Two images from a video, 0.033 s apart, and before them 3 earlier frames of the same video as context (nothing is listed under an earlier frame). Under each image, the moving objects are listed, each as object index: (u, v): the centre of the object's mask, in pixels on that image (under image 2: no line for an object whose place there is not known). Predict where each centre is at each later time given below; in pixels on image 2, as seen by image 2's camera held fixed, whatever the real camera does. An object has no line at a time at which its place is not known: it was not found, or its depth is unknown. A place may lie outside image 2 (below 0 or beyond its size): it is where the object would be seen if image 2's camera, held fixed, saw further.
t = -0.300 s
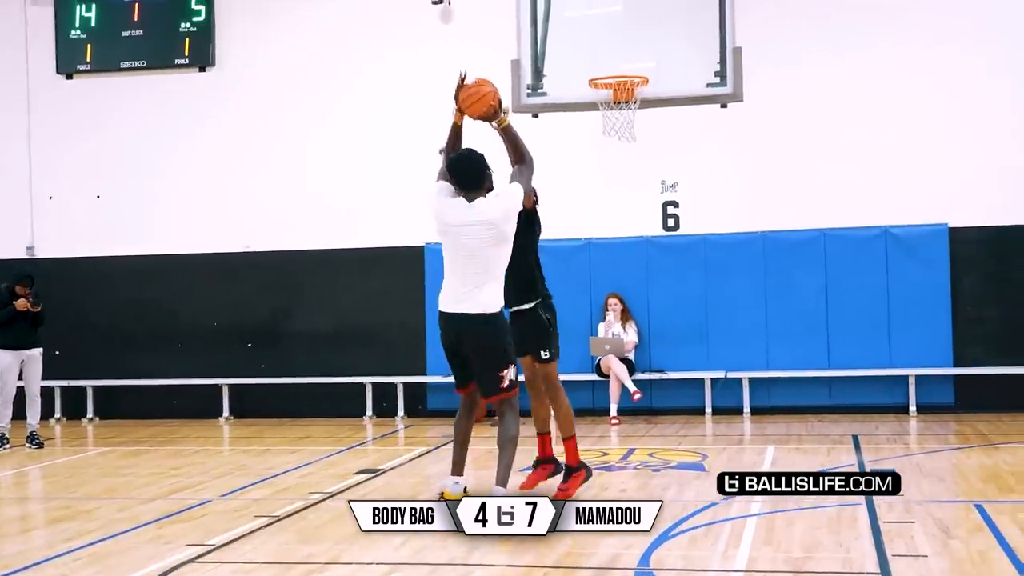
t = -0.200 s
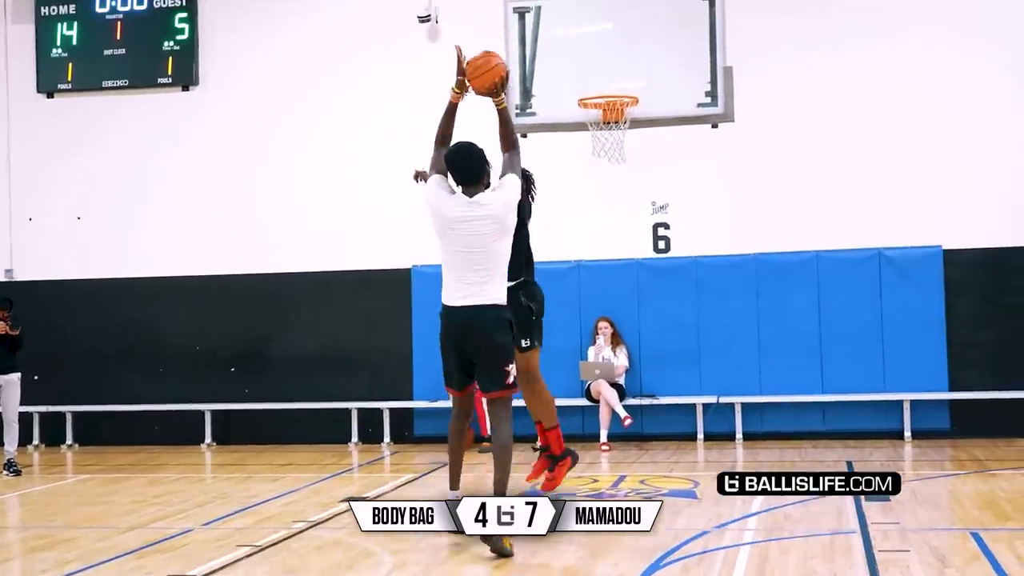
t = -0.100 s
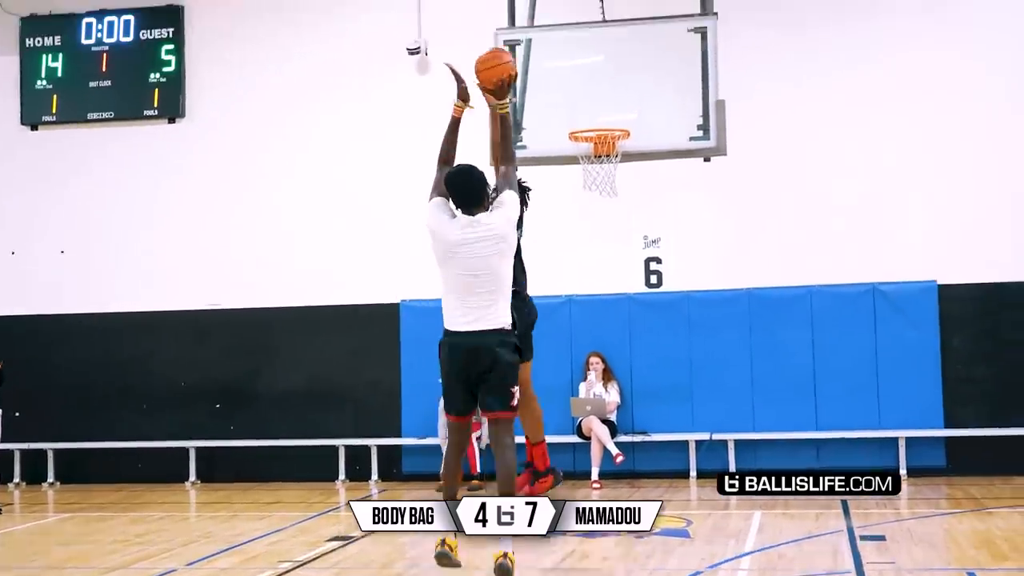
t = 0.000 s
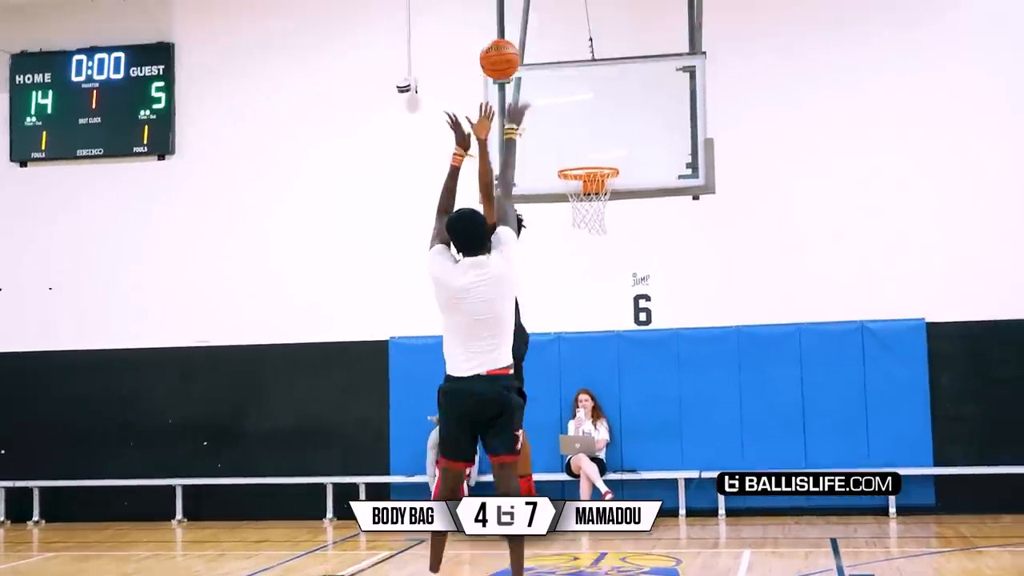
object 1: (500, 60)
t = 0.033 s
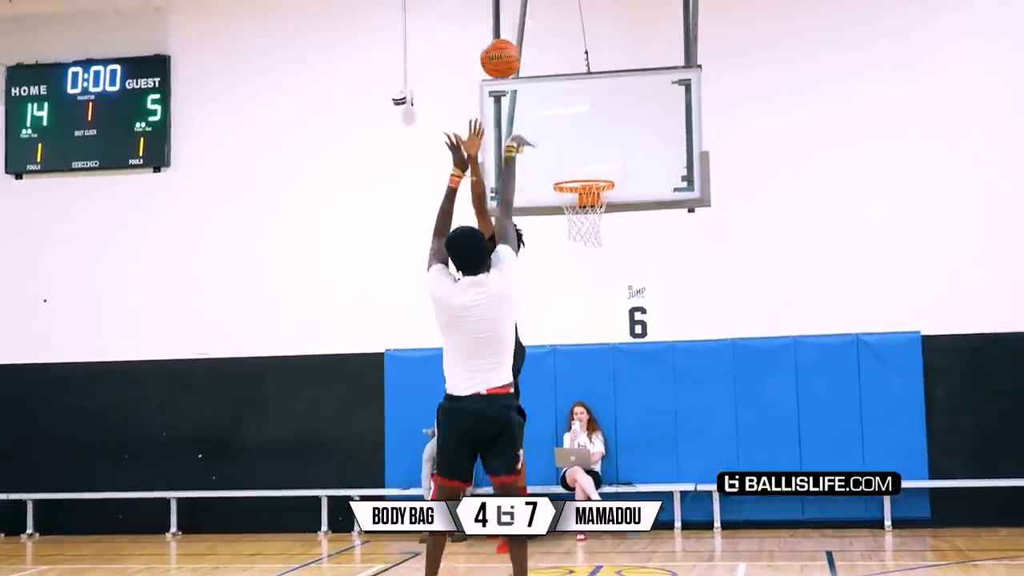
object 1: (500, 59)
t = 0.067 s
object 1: (506, 45)
